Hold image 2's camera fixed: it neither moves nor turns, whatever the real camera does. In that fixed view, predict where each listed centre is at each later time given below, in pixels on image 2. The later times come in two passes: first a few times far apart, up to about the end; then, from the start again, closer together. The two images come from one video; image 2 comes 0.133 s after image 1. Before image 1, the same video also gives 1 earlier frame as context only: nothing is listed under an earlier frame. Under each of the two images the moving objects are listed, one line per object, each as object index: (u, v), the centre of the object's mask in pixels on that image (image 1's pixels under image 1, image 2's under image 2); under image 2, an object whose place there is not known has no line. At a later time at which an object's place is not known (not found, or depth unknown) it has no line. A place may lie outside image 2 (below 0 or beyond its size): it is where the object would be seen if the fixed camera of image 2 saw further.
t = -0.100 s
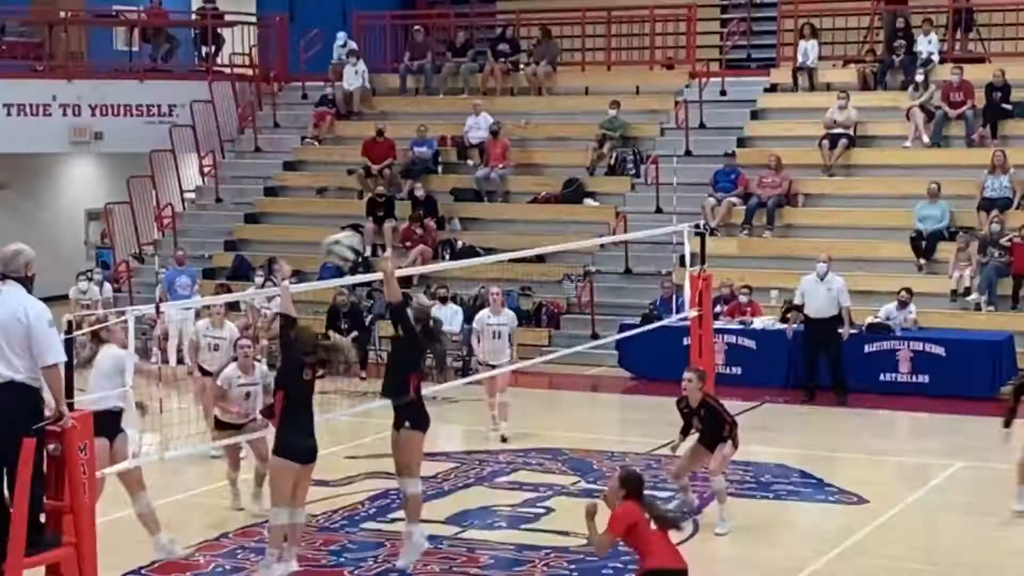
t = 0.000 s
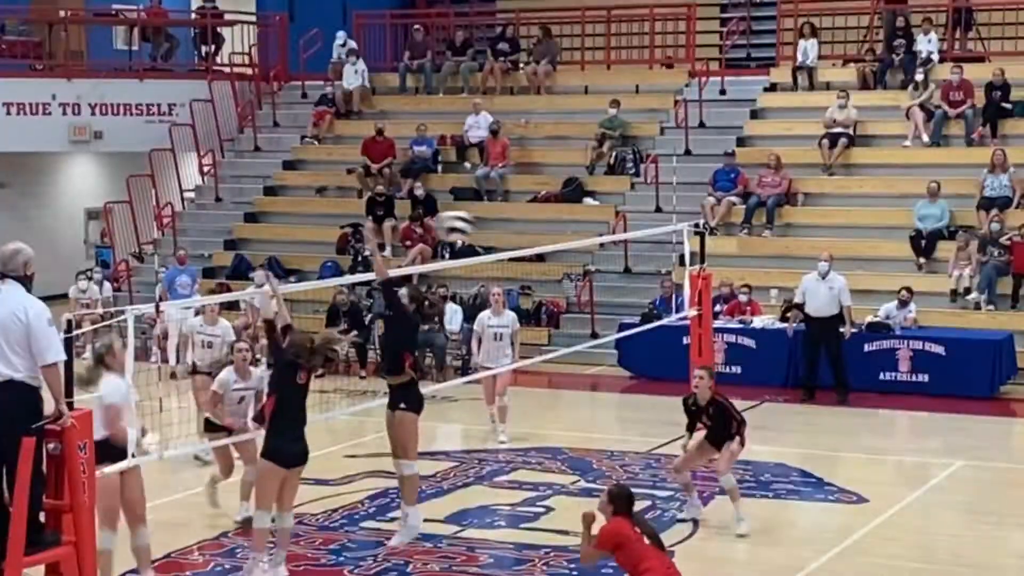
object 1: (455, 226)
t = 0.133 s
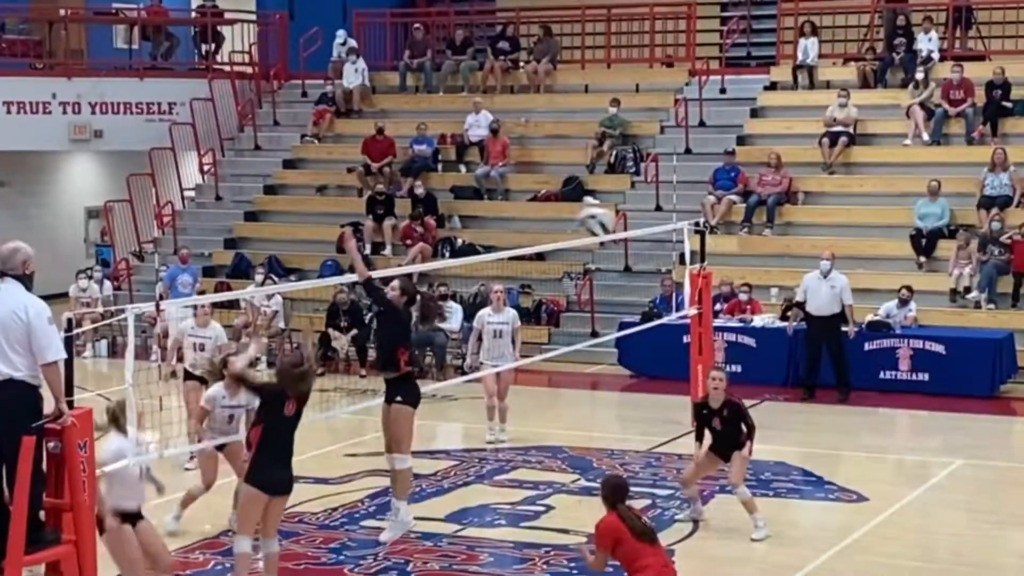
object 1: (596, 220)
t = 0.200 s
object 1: (666, 230)
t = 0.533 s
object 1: (983, 369)
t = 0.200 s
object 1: (666, 230)
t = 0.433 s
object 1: (891, 312)
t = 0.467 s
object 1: (926, 328)
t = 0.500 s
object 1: (955, 350)
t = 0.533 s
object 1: (983, 369)
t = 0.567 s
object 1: (1010, 387)
